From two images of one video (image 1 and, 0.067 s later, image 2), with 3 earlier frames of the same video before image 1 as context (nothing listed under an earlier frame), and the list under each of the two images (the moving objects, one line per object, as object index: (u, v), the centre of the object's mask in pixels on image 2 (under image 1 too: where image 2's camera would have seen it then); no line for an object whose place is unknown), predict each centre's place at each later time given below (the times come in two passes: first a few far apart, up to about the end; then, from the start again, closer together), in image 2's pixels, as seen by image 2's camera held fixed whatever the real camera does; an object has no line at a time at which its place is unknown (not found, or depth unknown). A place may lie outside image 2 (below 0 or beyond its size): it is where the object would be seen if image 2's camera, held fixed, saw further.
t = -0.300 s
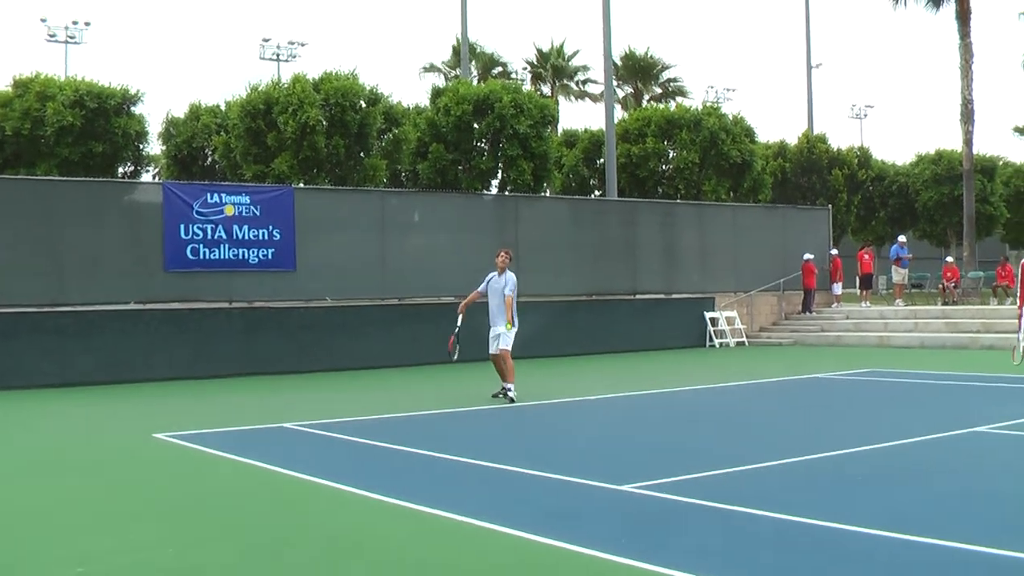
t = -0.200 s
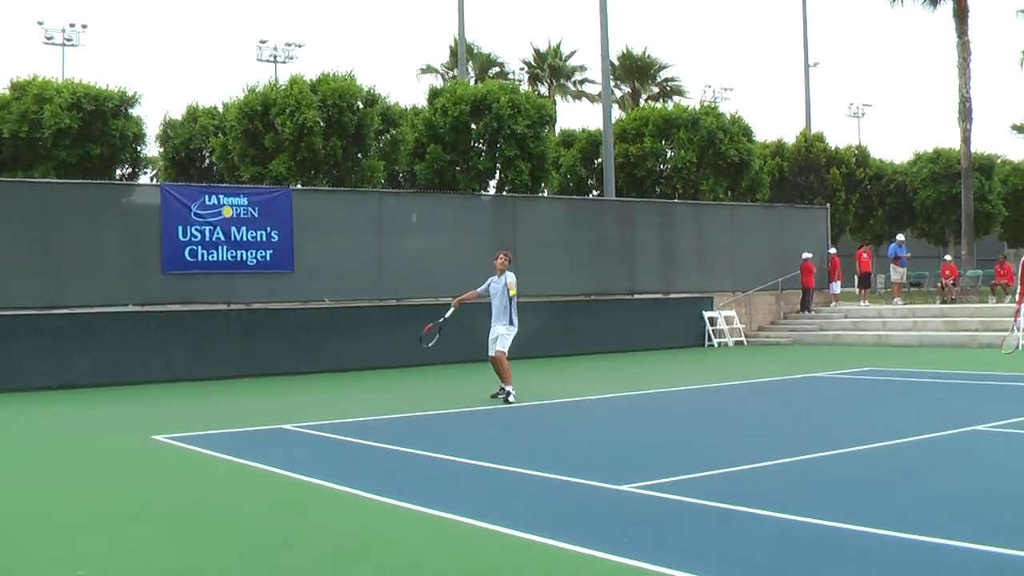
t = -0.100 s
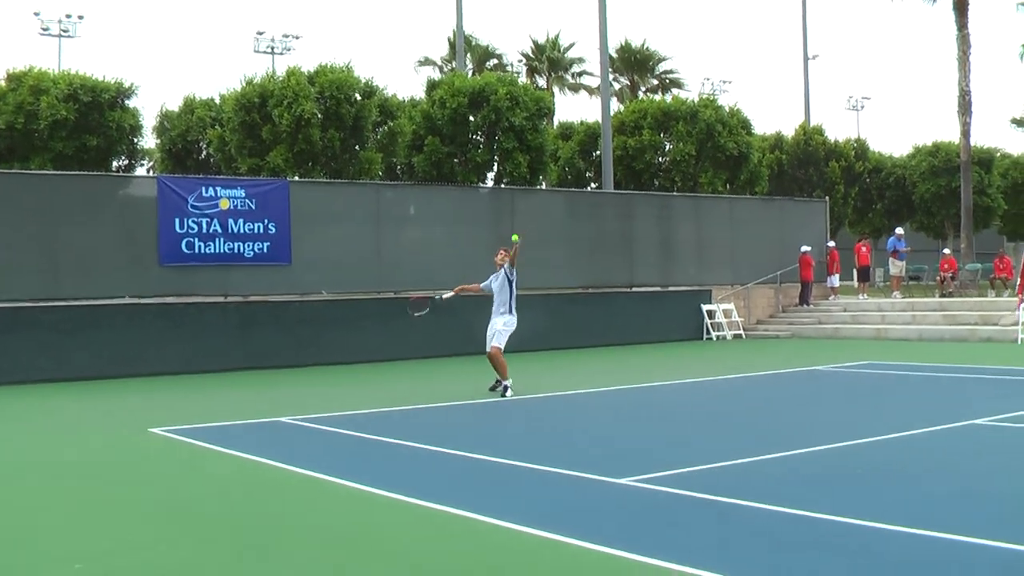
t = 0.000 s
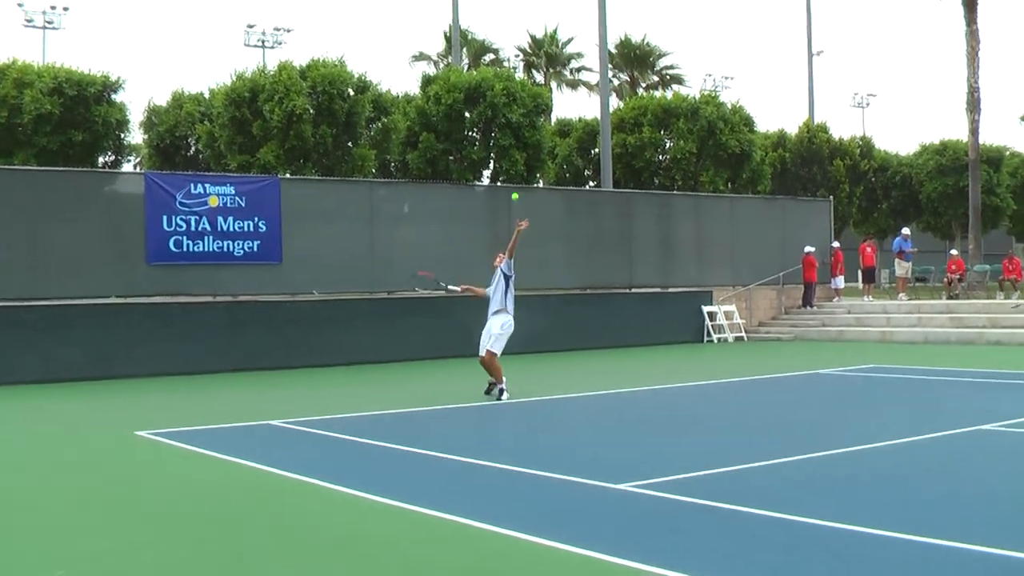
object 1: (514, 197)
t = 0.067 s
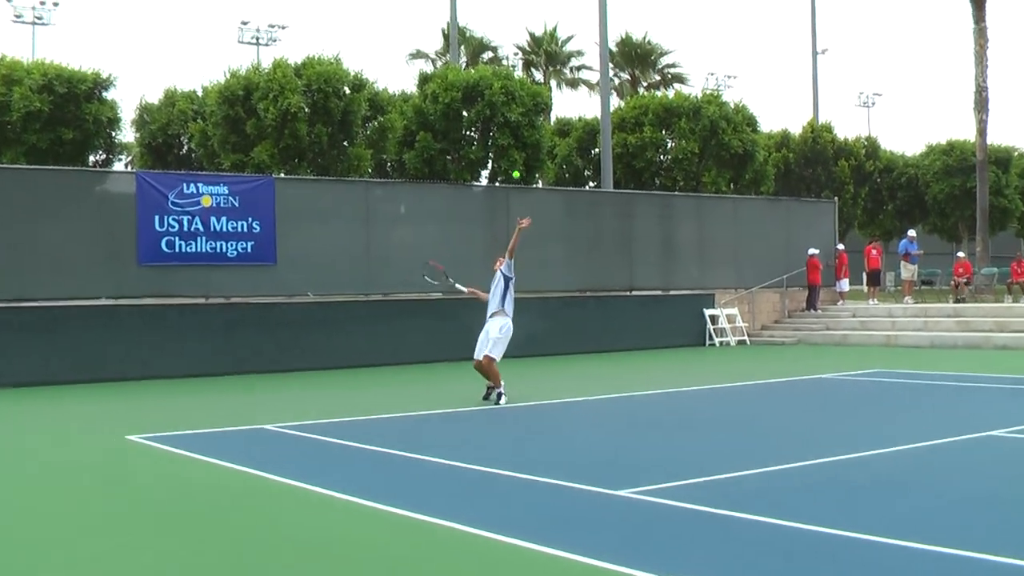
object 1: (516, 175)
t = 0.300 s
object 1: (526, 121)
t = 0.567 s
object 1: (540, 124)
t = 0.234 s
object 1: (522, 131)
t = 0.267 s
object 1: (524, 125)
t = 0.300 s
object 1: (526, 121)
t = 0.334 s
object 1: (529, 117)
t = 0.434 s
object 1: (534, 113)
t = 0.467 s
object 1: (535, 114)
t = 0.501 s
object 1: (537, 116)
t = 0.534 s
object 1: (539, 119)
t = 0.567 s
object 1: (540, 124)
